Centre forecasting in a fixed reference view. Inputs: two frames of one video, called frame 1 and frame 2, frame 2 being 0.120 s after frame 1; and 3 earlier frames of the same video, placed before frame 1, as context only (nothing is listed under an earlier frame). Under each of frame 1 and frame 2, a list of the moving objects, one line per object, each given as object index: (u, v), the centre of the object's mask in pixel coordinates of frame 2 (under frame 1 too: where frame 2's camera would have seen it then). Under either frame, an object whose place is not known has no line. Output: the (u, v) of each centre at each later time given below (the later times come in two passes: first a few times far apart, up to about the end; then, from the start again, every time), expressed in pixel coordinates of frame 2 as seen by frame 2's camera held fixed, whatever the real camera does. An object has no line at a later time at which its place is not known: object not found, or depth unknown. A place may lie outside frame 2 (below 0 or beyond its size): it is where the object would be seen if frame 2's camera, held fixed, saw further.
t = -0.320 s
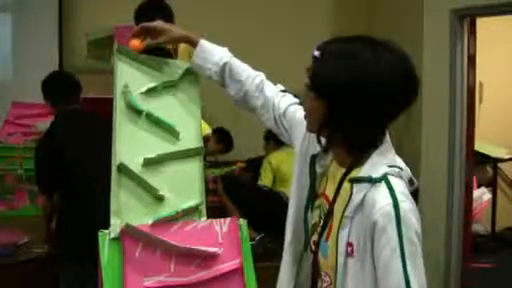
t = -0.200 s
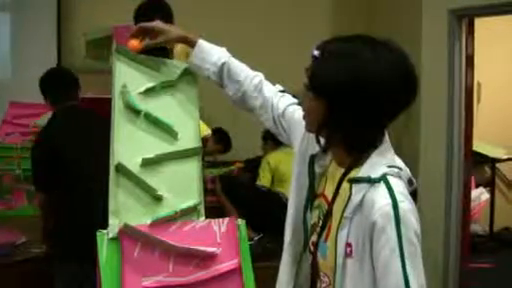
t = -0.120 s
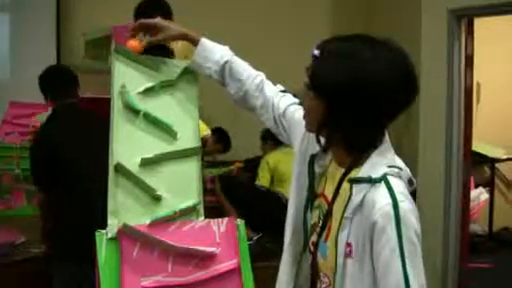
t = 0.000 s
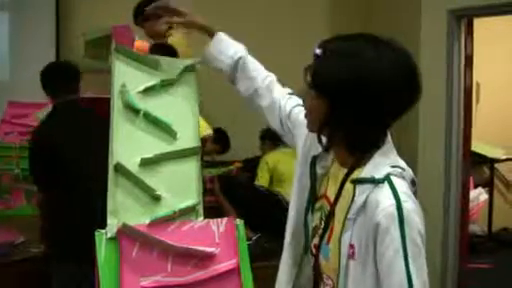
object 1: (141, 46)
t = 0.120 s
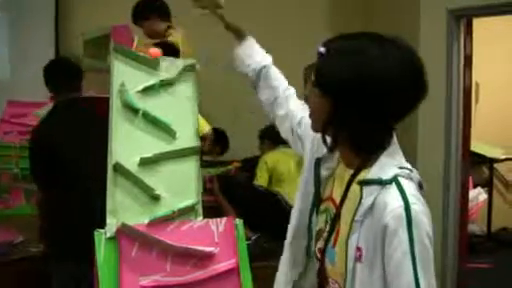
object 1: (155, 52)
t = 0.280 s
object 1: (169, 70)
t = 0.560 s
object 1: (167, 74)
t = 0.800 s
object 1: (167, 73)
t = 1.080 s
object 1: (164, 74)
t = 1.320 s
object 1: (152, 77)
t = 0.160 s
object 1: (159, 56)
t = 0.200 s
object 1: (165, 61)
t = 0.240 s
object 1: (171, 69)
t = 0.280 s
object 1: (169, 70)
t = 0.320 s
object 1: (166, 71)
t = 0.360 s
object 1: (166, 74)
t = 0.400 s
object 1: (167, 74)
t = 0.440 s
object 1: (167, 73)
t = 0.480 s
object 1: (167, 73)
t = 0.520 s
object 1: (167, 73)
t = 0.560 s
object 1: (167, 74)
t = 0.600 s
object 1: (167, 73)
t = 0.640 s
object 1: (167, 74)
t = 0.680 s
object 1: (167, 73)
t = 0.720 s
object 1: (167, 73)
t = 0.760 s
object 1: (167, 73)
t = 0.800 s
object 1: (167, 73)
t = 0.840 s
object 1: (166, 73)
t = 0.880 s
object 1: (166, 73)
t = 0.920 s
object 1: (166, 73)
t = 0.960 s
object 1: (166, 73)
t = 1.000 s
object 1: (165, 73)
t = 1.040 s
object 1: (165, 74)
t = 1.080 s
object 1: (164, 74)
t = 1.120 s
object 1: (162, 74)
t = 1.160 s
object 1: (162, 74)
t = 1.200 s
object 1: (160, 75)
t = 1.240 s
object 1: (156, 75)
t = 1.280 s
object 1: (153, 76)
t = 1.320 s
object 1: (152, 77)
